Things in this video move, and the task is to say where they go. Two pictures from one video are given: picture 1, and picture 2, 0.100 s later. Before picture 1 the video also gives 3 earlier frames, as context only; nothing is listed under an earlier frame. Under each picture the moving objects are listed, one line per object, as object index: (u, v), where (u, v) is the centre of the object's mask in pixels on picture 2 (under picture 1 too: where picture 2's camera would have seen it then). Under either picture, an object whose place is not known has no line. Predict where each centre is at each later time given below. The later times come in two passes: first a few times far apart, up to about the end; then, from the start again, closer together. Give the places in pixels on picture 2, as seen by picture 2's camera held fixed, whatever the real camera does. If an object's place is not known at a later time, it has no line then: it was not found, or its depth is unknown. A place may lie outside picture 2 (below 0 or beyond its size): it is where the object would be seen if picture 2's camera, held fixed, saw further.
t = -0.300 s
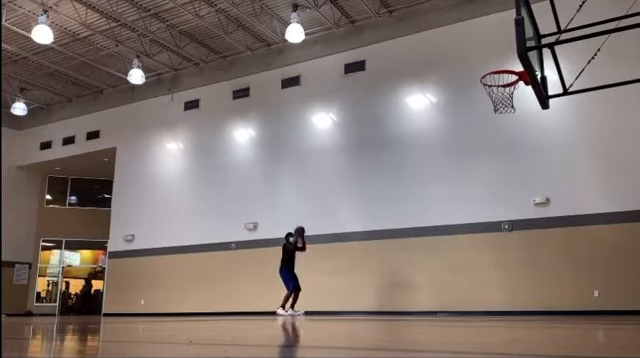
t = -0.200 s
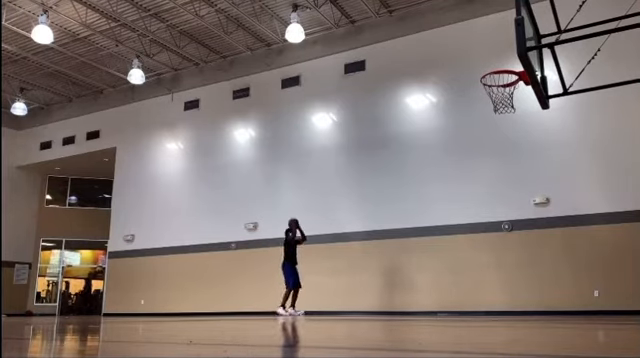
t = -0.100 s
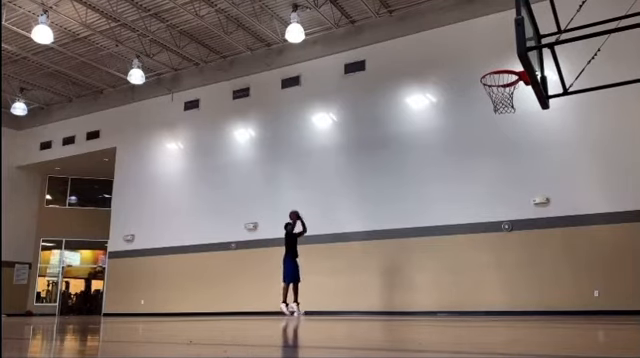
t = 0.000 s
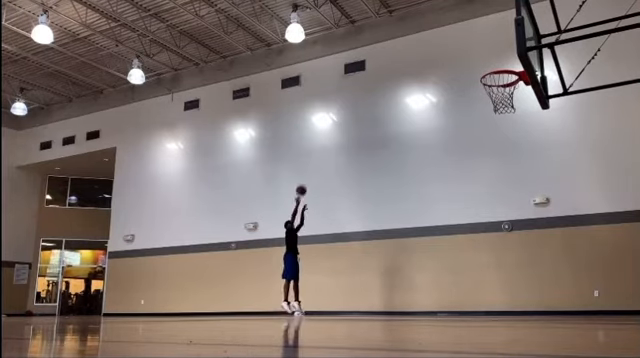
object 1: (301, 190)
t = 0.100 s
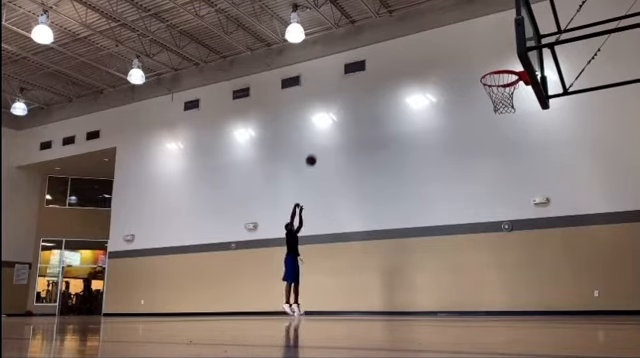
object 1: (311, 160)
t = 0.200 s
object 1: (321, 133)
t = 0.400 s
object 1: (344, 87)
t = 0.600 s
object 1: (370, 55)
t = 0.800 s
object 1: (402, 39)
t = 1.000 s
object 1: (441, 43)
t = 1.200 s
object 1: (491, 75)
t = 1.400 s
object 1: (518, 88)
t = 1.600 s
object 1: (526, 115)
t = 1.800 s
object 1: (538, 176)
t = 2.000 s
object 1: (555, 278)
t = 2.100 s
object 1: (555, 284)
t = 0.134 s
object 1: (314, 151)
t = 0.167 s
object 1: (317, 142)
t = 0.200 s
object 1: (321, 133)
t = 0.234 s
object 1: (324, 125)
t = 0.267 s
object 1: (328, 116)
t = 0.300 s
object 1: (332, 109)
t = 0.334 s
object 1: (336, 101)
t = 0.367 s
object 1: (340, 94)
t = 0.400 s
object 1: (344, 87)
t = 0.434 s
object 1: (348, 81)
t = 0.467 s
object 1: (352, 76)
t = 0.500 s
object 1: (357, 70)
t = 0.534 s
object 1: (363, 63)
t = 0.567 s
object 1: (366, 59)
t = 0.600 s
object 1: (370, 55)
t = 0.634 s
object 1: (375, 51)
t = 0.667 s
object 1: (380, 48)
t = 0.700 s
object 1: (385, 45)
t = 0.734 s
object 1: (390, 43)
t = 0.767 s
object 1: (396, 41)
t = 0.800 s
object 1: (402, 39)
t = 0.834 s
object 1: (408, 38)
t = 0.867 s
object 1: (414, 38)
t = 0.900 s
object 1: (420, 38)
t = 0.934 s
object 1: (427, 39)
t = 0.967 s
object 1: (433, 41)
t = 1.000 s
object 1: (441, 43)
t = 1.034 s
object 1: (448, 46)
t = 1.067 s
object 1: (456, 50)
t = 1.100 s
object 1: (464, 55)
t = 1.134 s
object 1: (473, 61)
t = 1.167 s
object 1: (481, 67)
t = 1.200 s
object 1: (491, 75)
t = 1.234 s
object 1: (501, 84)
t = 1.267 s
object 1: (508, 89)
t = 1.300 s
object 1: (512, 88)
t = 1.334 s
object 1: (515, 87)
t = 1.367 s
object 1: (517, 87)
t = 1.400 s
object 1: (518, 88)
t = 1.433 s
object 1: (520, 90)
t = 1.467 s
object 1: (520, 94)
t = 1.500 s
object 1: (522, 98)
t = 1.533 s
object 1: (523, 103)
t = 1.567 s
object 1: (525, 109)
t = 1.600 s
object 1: (526, 115)
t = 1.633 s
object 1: (528, 123)
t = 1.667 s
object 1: (530, 131)
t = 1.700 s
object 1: (532, 141)
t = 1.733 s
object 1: (534, 151)
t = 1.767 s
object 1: (536, 163)
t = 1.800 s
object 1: (538, 176)
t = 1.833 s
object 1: (541, 189)
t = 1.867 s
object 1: (543, 205)
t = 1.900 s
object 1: (547, 221)
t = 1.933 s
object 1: (549, 239)
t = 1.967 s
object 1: (552, 258)
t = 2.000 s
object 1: (555, 278)
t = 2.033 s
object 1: (558, 299)
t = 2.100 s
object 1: (555, 284)
